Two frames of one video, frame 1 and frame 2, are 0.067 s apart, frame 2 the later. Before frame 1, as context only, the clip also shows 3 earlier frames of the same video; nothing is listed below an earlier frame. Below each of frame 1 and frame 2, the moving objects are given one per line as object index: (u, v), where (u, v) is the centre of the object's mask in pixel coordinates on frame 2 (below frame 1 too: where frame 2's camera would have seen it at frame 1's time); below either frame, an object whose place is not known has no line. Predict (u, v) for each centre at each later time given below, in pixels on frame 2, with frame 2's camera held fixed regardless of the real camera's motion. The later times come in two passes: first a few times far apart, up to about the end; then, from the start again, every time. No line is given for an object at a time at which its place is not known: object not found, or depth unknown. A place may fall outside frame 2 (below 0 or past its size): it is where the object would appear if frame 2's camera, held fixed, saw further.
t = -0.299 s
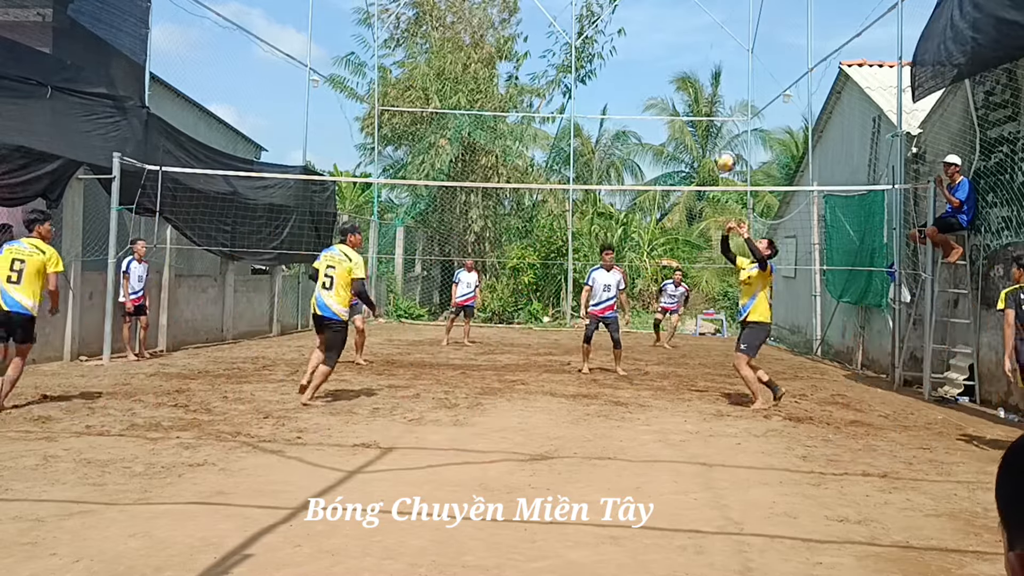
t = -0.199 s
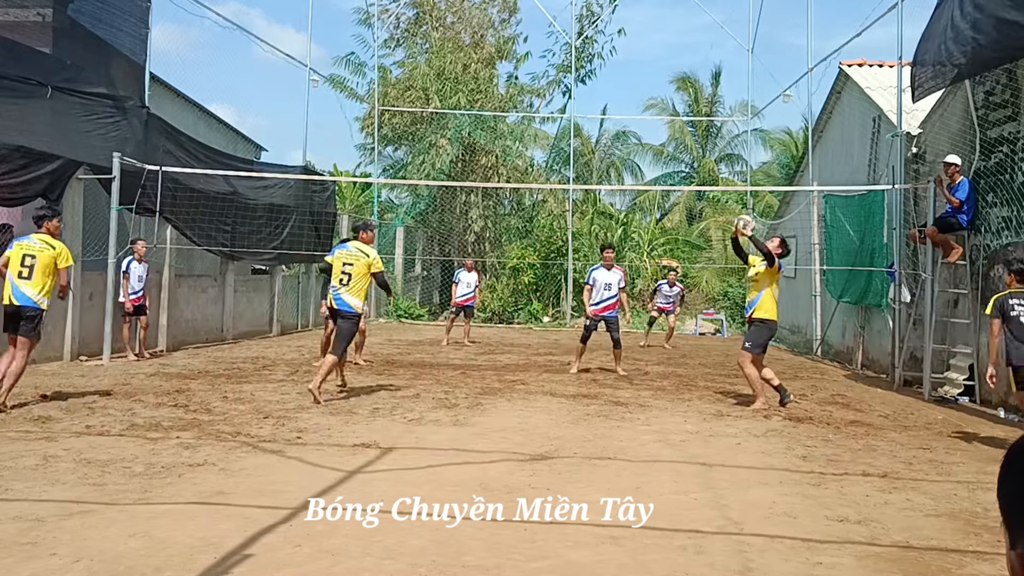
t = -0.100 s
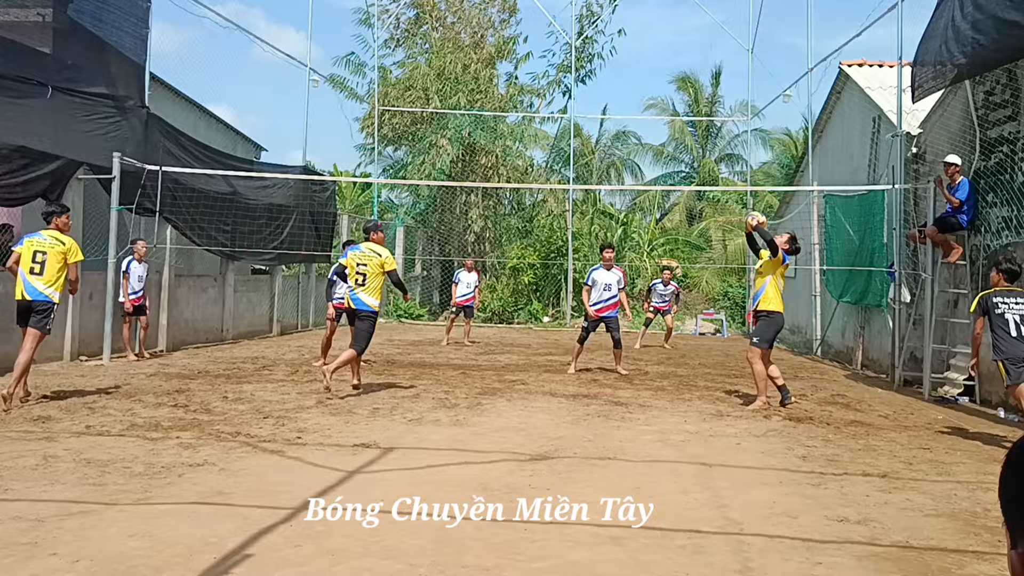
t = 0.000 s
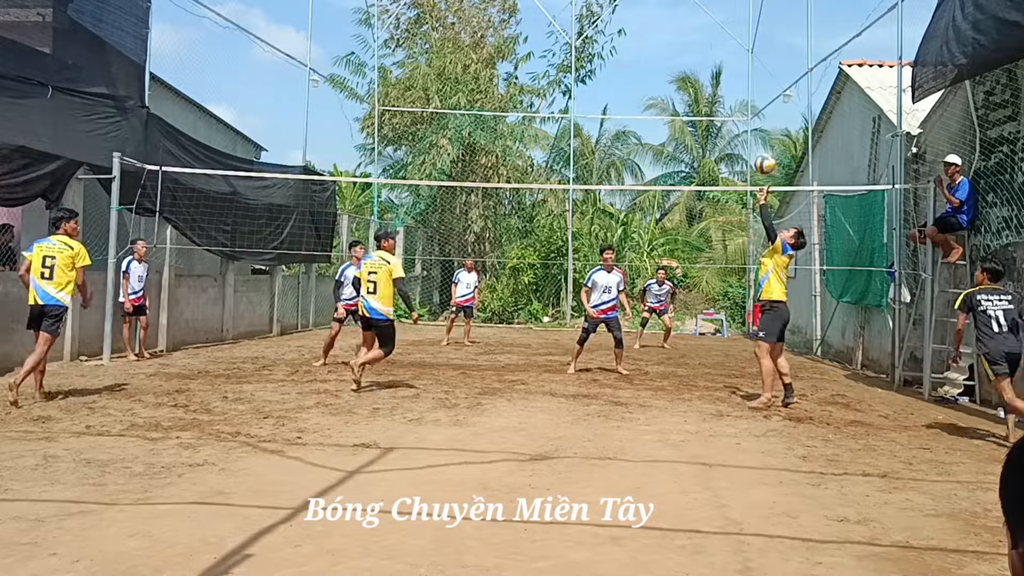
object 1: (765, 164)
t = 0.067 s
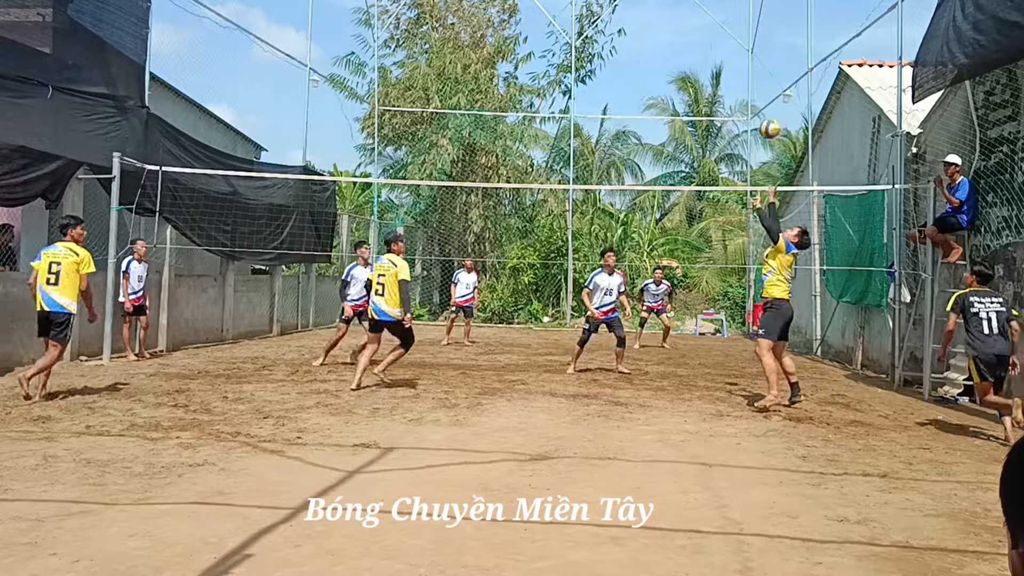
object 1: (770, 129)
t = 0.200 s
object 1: (778, 71)
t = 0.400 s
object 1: (789, 17)
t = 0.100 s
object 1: (772, 113)
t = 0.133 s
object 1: (774, 97)
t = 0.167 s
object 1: (776, 84)
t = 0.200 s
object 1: (778, 71)
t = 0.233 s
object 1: (780, 60)
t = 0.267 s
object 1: (782, 49)
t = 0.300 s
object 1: (784, 39)
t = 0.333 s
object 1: (786, 31)
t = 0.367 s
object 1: (788, 23)
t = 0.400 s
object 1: (789, 17)
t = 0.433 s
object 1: (791, 12)
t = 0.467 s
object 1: (792, 8)
